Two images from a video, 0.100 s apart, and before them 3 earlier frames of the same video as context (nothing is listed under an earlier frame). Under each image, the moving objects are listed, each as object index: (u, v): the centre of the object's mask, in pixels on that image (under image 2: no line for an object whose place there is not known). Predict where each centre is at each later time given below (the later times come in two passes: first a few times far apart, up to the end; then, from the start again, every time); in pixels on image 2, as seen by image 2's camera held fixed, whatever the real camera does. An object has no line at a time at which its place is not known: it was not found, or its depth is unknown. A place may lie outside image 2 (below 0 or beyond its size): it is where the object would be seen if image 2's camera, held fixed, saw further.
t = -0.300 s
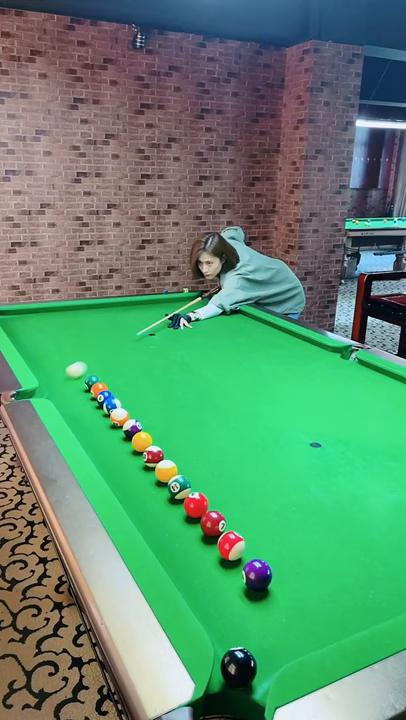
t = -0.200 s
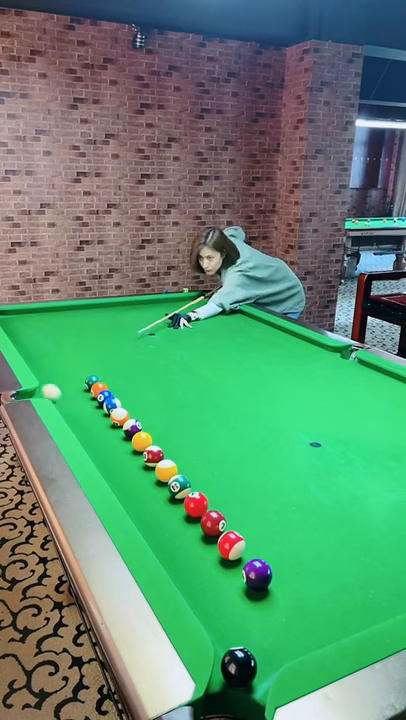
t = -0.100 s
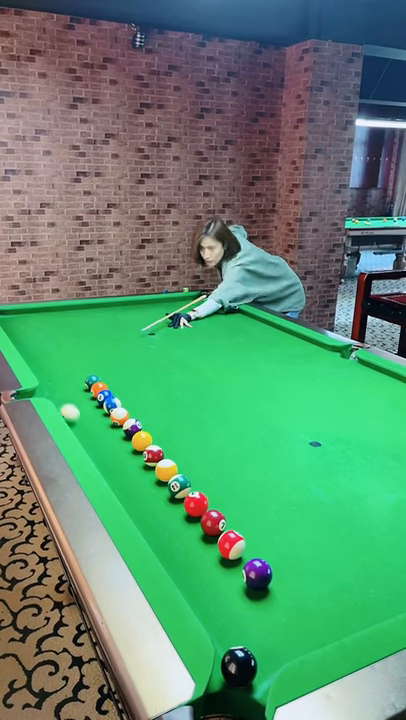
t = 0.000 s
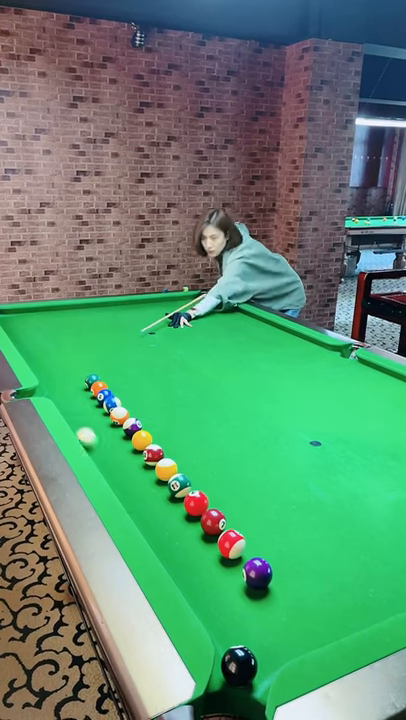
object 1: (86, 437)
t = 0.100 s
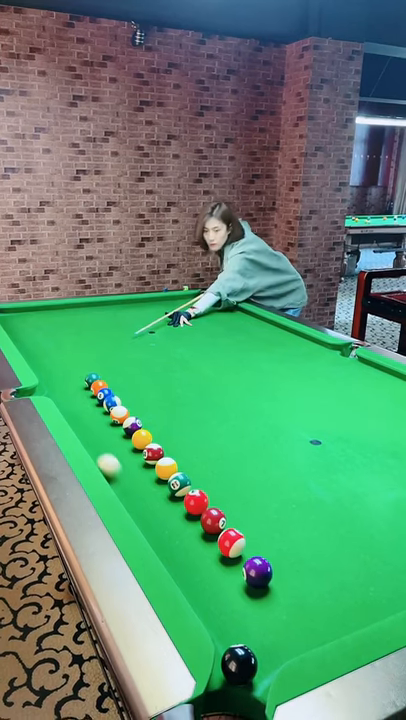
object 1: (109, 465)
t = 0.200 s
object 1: (135, 502)
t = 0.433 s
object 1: (230, 627)
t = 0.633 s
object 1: (311, 622)
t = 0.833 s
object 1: (345, 572)
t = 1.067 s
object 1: (375, 527)
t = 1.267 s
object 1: (393, 497)
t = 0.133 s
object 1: (117, 477)
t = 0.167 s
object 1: (126, 489)
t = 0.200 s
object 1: (135, 502)
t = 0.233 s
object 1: (146, 515)
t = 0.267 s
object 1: (157, 530)
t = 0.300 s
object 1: (169, 546)
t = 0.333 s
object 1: (182, 564)
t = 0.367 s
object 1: (197, 584)
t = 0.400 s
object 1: (213, 606)
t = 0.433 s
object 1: (230, 627)
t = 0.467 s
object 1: (248, 636)
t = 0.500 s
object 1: (265, 638)
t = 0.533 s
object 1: (281, 641)
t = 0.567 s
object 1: (297, 641)
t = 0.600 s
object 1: (304, 632)
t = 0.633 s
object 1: (311, 622)
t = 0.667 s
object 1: (317, 613)
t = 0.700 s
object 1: (323, 604)
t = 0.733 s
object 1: (329, 595)
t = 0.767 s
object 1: (334, 587)
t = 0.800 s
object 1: (339, 579)
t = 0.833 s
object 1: (345, 572)
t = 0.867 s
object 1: (350, 565)
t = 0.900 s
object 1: (355, 558)
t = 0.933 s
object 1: (360, 550)
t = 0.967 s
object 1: (363, 545)
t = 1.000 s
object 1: (368, 539)
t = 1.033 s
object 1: (371, 533)
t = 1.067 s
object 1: (375, 527)
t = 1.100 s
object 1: (379, 521)
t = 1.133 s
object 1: (383, 516)
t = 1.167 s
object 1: (386, 511)
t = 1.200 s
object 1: (389, 507)
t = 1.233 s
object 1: (391, 502)
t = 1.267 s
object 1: (393, 497)
